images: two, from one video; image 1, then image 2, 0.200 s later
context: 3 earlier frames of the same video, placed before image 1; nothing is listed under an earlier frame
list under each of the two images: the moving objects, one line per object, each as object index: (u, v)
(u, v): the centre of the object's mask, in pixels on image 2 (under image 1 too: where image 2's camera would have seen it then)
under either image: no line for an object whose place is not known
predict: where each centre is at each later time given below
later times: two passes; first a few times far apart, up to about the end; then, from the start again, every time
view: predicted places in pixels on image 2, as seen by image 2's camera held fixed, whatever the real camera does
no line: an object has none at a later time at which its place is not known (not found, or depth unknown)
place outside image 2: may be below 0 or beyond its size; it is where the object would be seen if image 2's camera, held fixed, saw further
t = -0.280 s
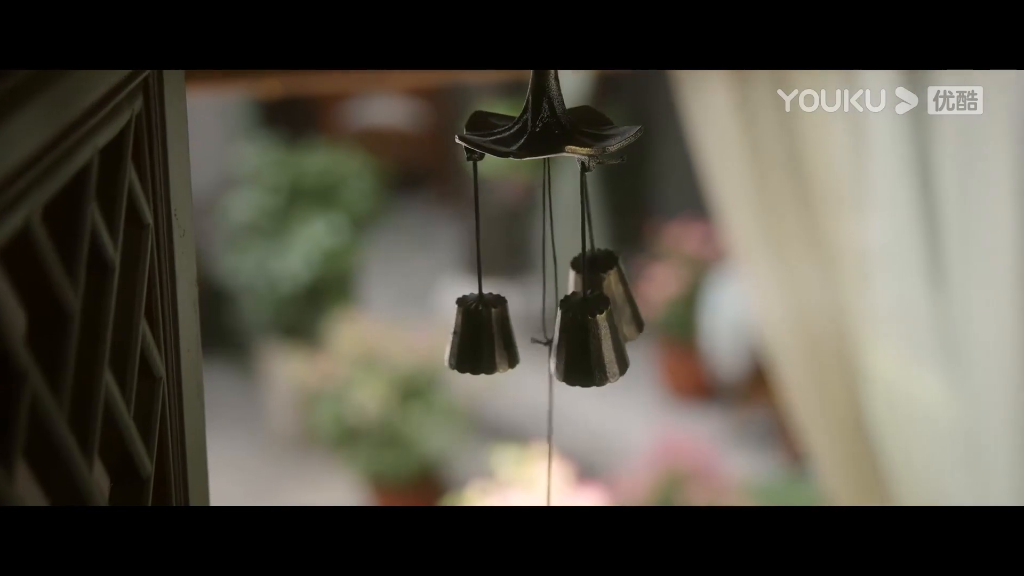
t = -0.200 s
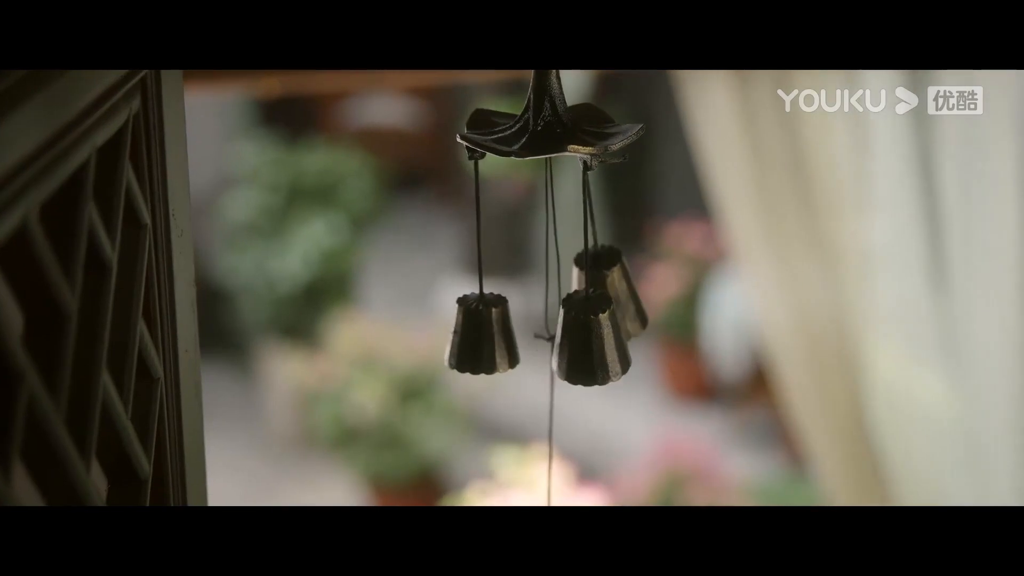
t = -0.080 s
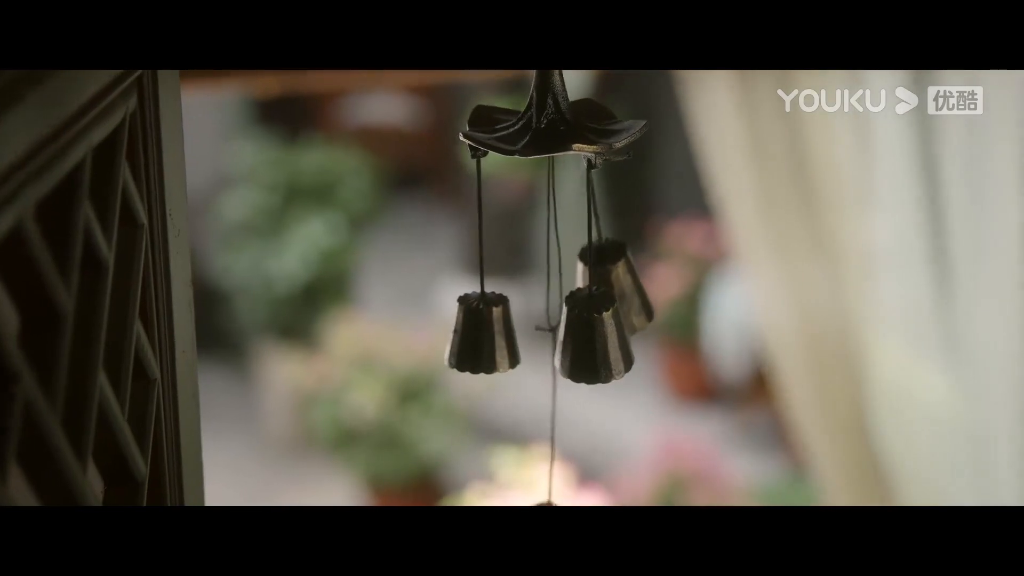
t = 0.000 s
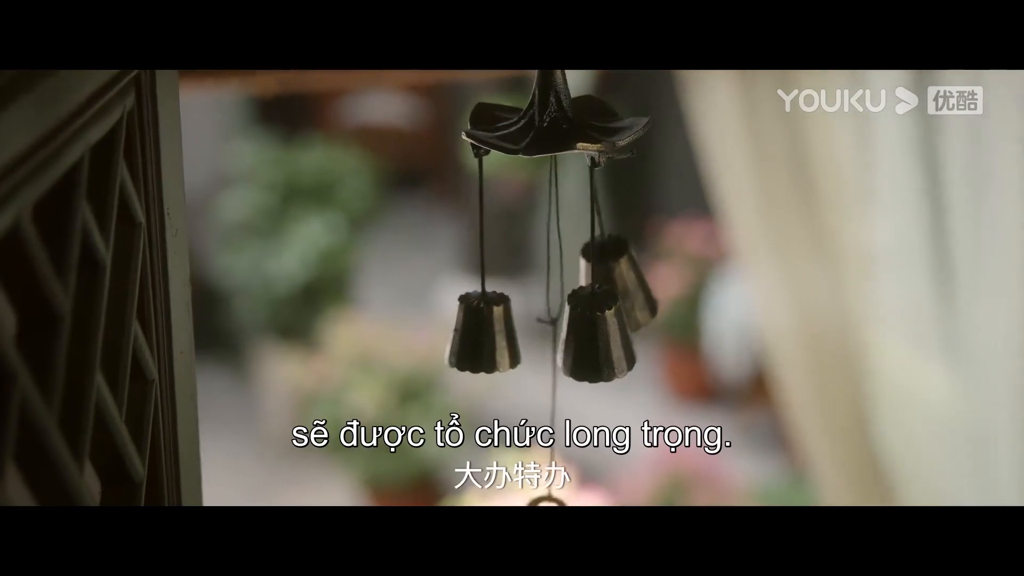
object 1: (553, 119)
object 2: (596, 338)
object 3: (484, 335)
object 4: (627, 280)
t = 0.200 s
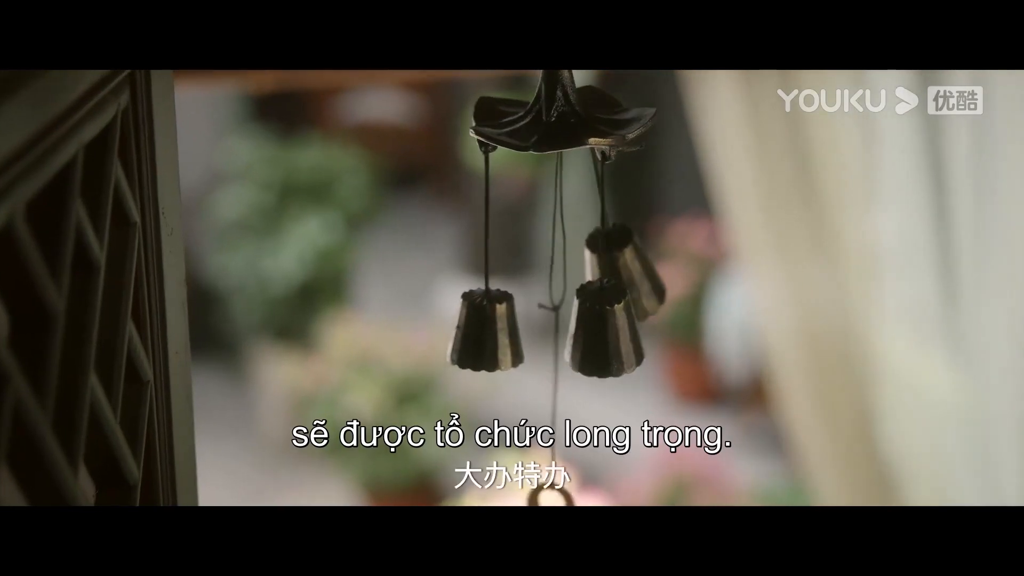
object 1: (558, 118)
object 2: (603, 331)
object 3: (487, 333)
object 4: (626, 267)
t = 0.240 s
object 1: (559, 117)
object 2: (605, 331)
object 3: (488, 332)
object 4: (628, 266)
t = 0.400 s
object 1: (564, 115)
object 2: (614, 326)
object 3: (492, 328)
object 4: (629, 257)
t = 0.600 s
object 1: (570, 111)
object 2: (628, 319)
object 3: (500, 324)
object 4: (628, 244)
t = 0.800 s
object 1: (572, 109)
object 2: (642, 311)
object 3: (509, 319)
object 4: (604, 248)
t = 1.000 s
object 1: (575, 107)
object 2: (654, 303)
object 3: (518, 316)
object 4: (600, 256)
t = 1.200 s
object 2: (662, 299)
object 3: (526, 313)
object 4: (586, 266)
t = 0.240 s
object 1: (559, 117)
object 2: (605, 331)
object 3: (488, 332)
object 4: (628, 266)
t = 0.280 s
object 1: (561, 117)
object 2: (607, 329)
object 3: (489, 331)
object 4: (628, 263)
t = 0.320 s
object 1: (562, 116)
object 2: (609, 328)
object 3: (490, 330)
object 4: (629, 261)
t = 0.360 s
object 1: (564, 115)
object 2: (611, 327)
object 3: (491, 329)
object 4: (629, 259)
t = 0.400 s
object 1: (564, 115)
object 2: (614, 326)
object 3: (492, 328)
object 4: (629, 257)
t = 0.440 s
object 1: (566, 114)
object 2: (617, 324)
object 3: (493, 327)
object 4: (629, 255)
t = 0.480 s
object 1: (567, 113)
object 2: (620, 323)
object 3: (495, 327)
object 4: (629, 252)
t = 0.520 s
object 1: (569, 112)
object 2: (623, 321)
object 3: (496, 326)
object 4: (628, 249)
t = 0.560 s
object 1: (569, 112)
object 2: (625, 321)
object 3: (498, 325)
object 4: (626, 247)
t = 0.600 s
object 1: (570, 111)
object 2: (628, 319)
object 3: (500, 324)
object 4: (628, 244)
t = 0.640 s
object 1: (571, 110)
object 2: (631, 318)
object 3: (501, 323)
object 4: (623, 242)
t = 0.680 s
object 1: (571, 110)
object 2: (634, 317)
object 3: (503, 322)
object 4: (614, 247)
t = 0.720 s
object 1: (570, 110)
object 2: (637, 315)
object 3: (505, 321)
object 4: (605, 248)
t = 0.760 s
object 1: (572, 109)
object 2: (639, 313)
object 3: (507, 320)
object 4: (605, 248)
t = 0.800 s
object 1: (572, 109)
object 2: (642, 311)
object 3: (509, 319)
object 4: (604, 248)
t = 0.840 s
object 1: (572, 108)
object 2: (644, 309)
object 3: (510, 319)
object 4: (606, 247)
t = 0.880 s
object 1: (575, 107)
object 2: (647, 308)
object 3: (512, 318)
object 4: (605, 250)
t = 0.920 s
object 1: (572, 107)
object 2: (649, 306)
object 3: (514, 317)
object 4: (600, 253)
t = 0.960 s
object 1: (575, 107)
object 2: (651, 304)
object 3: (516, 316)
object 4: (604, 252)
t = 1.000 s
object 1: (575, 107)
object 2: (654, 303)
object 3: (518, 316)
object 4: (600, 256)
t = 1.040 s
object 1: (575, 107)
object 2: (656, 302)
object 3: (520, 315)
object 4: (596, 259)
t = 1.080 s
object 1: (575, 107)
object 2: (658, 301)
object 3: (521, 314)
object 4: (594, 261)
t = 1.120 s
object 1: (575, 107)
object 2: (660, 300)
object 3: (523, 314)
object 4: (591, 263)
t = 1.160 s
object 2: (661, 300)
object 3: (524, 313)
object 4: (593, 265)
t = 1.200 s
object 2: (662, 299)
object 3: (526, 313)
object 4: (586, 266)
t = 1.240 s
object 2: (664, 299)
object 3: (527, 313)
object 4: (585, 266)
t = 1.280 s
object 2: (664, 299)
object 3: (528, 313)
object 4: (583, 266)
